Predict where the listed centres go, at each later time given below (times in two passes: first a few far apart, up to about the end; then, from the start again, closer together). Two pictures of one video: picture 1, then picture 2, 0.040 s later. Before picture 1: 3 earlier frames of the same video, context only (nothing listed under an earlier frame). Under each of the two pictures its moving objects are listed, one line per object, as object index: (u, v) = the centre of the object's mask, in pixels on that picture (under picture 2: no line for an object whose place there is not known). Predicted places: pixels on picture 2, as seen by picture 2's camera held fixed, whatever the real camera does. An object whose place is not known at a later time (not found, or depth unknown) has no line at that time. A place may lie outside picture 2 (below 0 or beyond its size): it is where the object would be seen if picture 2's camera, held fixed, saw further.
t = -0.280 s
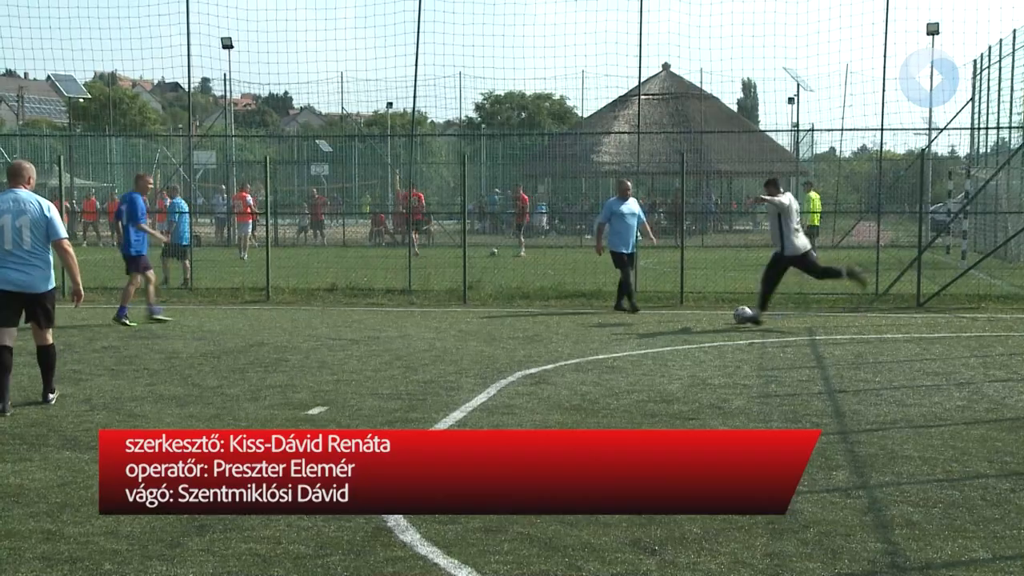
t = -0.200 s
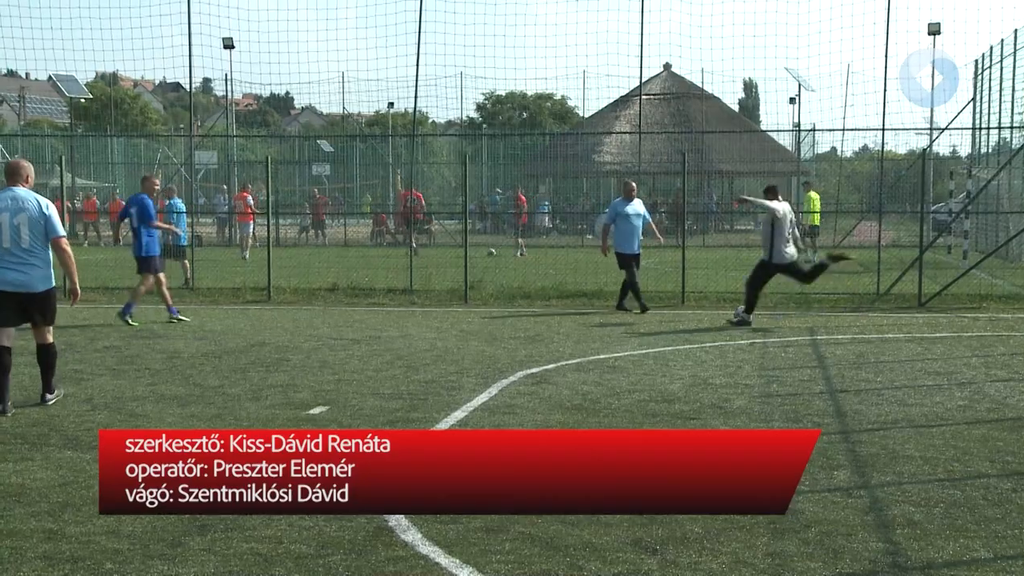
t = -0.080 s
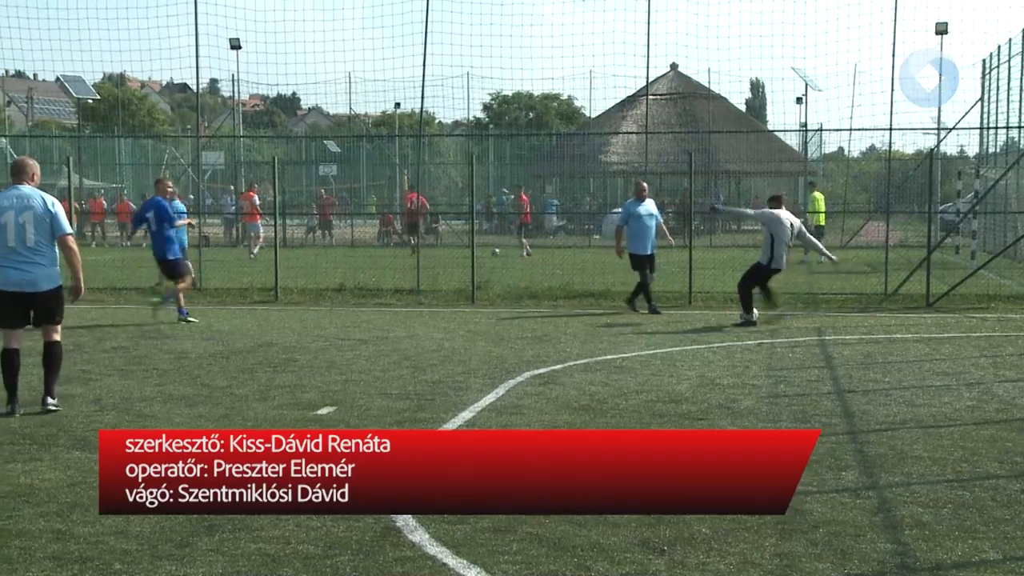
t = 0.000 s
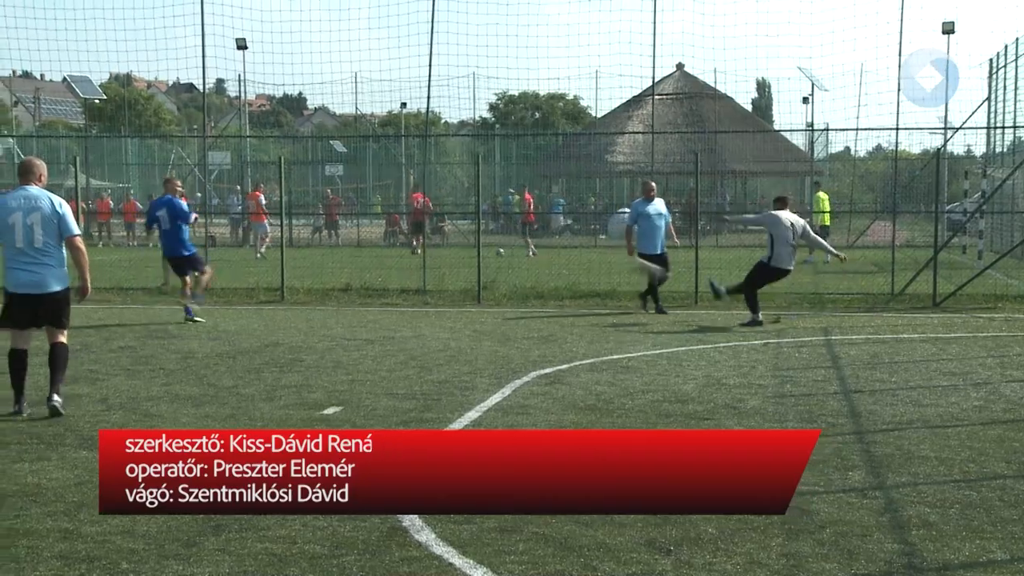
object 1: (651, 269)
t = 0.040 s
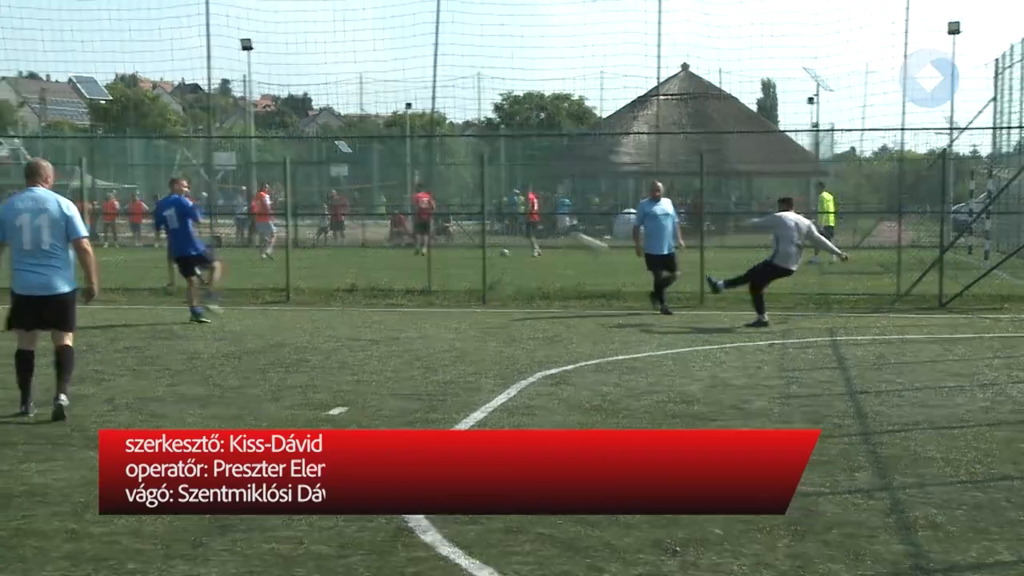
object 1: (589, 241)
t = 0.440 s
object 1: (-29, 51)
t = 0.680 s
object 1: (-421, -25)
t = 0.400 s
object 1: (34, 65)
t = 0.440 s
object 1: (-29, 51)
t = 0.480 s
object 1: (-93, 36)
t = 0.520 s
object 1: (-158, 22)
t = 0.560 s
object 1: (-222, 9)
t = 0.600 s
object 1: (-288, -3)
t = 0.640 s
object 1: (-353, -14)
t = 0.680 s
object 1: (-421, -25)
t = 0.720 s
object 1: (-490, -34)
